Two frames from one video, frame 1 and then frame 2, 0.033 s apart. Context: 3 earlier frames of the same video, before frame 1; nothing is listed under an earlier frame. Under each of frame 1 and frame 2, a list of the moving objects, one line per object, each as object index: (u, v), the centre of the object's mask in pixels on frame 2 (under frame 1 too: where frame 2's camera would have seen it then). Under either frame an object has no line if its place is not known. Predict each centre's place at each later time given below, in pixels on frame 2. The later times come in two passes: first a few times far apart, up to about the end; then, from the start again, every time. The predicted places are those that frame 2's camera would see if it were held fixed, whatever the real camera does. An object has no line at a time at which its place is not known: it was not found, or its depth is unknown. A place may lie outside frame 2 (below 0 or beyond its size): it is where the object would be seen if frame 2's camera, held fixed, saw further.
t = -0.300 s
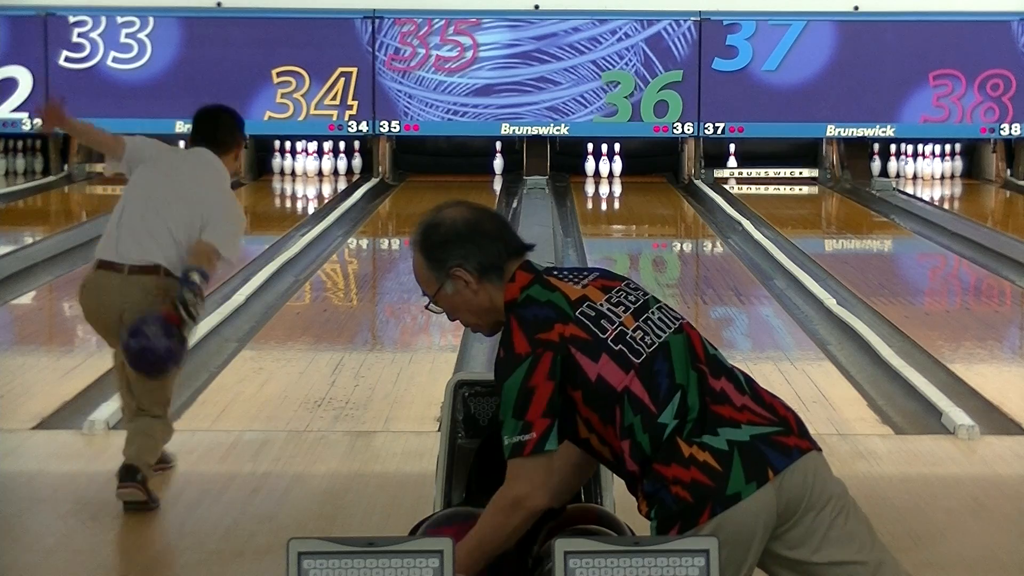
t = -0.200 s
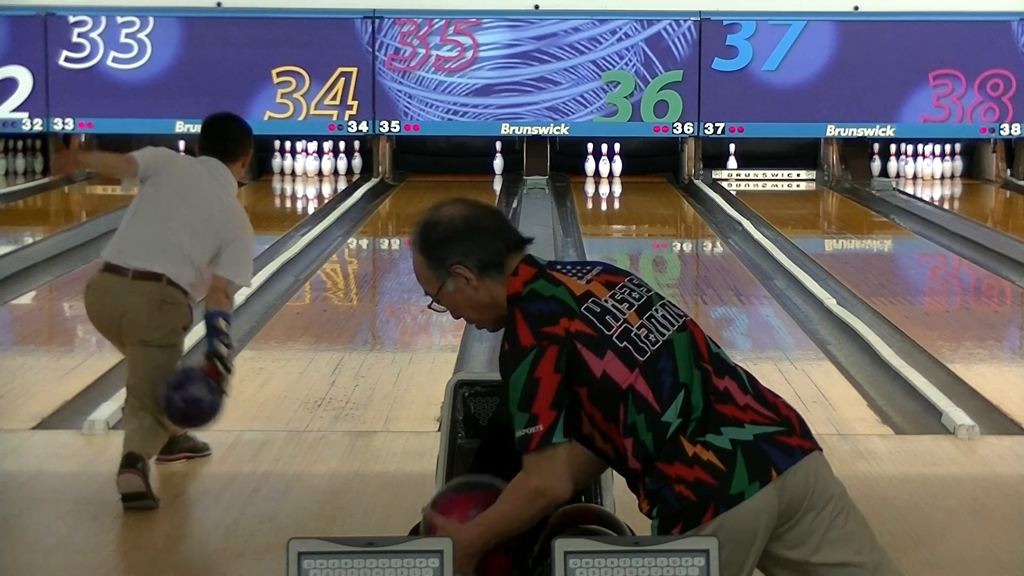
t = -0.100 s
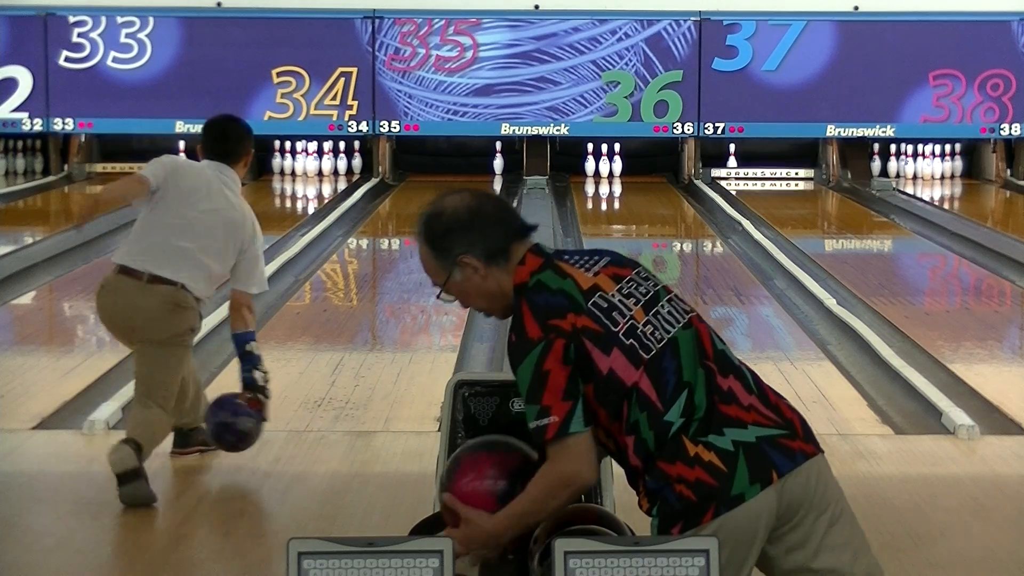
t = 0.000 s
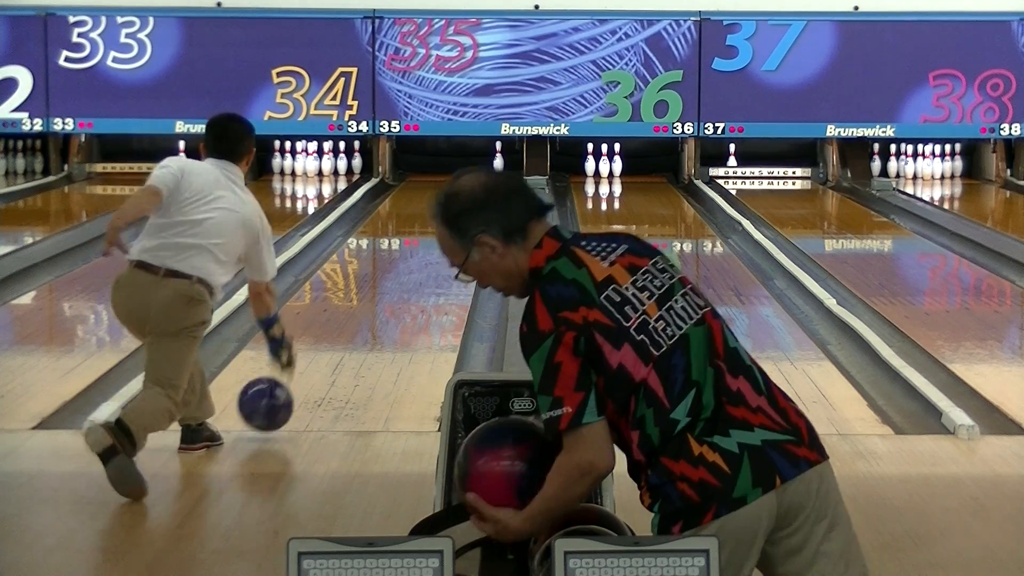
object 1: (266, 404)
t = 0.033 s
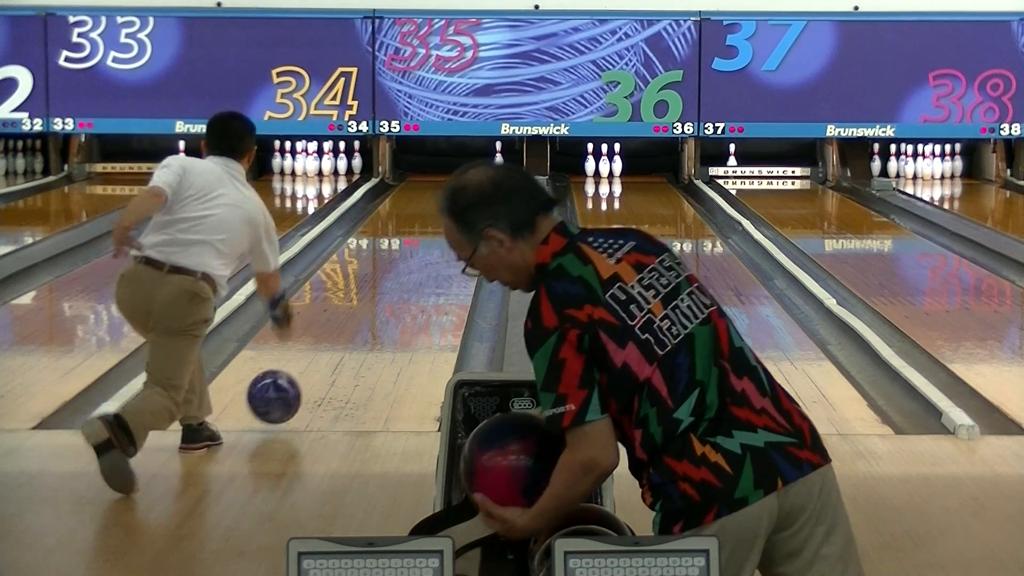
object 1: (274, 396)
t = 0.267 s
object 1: (323, 354)
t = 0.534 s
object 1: (364, 311)
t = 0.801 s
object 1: (394, 280)
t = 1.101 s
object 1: (419, 252)
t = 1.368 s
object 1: (435, 232)
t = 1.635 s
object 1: (449, 215)
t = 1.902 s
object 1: (460, 201)
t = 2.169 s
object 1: (468, 190)
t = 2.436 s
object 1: (474, 180)
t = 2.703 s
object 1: (477, 173)
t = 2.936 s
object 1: (480, 166)
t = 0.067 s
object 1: (282, 392)
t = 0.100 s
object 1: (290, 387)
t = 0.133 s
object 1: (297, 379)
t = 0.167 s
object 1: (304, 373)
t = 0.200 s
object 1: (311, 366)
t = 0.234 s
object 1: (317, 360)
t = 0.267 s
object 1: (323, 354)
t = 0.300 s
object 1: (329, 347)
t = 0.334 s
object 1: (335, 341)
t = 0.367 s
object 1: (340, 336)
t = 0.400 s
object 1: (345, 331)
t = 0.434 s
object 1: (350, 325)
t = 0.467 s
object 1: (355, 321)
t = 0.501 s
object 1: (359, 315)
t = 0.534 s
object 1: (364, 311)
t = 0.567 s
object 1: (368, 307)
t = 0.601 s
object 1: (372, 302)
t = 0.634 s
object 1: (376, 298)
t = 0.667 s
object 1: (380, 294)
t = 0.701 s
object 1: (384, 290)
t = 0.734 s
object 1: (387, 287)
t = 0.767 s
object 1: (391, 283)
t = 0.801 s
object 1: (394, 280)
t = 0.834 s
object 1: (397, 276)
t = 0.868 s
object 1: (400, 272)
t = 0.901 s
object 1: (404, 270)
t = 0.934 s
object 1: (406, 267)
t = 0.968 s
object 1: (409, 263)
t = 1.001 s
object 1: (411, 260)
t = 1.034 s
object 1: (414, 257)
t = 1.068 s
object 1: (416, 254)
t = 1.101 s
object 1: (419, 252)
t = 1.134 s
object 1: (421, 249)
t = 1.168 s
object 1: (423, 246)
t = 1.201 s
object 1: (426, 243)
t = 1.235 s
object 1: (428, 241)
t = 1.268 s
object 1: (430, 238)
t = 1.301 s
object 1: (431, 236)
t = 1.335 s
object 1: (434, 234)
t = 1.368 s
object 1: (435, 232)
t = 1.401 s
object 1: (438, 229)
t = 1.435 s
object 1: (439, 227)
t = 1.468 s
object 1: (441, 225)
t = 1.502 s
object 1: (443, 223)
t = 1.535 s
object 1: (444, 221)
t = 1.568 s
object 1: (446, 219)
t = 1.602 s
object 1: (448, 217)
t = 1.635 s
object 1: (449, 215)
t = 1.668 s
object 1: (450, 213)
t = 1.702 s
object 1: (452, 212)
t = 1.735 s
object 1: (453, 210)
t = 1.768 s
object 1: (454, 208)
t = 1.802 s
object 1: (456, 207)
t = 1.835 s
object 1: (457, 205)
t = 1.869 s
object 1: (458, 203)
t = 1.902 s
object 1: (460, 201)
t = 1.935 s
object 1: (461, 200)
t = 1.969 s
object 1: (462, 198)
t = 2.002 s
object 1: (463, 197)
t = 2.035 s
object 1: (464, 195)
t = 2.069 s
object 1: (465, 194)
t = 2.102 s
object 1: (466, 193)
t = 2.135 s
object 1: (467, 191)
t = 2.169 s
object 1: (468, 190)
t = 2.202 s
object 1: (468, 189)
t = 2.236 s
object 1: (469, 187)
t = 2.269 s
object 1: (470, 186)
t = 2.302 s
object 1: (471, 185)
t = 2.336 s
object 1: (472, 184)
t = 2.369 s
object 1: (472, 182)
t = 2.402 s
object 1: (473, 181)
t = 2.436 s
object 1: (474, 180)
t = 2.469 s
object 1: (474, 179)
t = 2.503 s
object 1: (475, 178)
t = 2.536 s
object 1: (475, 177)
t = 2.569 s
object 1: (476, 176)
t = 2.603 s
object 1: (476, 175)
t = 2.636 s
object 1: (476, 174)
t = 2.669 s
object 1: (477, 173)
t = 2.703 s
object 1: (477, 173)
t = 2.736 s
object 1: (478, 172)
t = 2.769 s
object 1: (477, 171)
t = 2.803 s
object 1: (479, 170)
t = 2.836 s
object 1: (479, 169)
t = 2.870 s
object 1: (478, 167)
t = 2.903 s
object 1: (479, 167)
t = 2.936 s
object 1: (480, 166)
